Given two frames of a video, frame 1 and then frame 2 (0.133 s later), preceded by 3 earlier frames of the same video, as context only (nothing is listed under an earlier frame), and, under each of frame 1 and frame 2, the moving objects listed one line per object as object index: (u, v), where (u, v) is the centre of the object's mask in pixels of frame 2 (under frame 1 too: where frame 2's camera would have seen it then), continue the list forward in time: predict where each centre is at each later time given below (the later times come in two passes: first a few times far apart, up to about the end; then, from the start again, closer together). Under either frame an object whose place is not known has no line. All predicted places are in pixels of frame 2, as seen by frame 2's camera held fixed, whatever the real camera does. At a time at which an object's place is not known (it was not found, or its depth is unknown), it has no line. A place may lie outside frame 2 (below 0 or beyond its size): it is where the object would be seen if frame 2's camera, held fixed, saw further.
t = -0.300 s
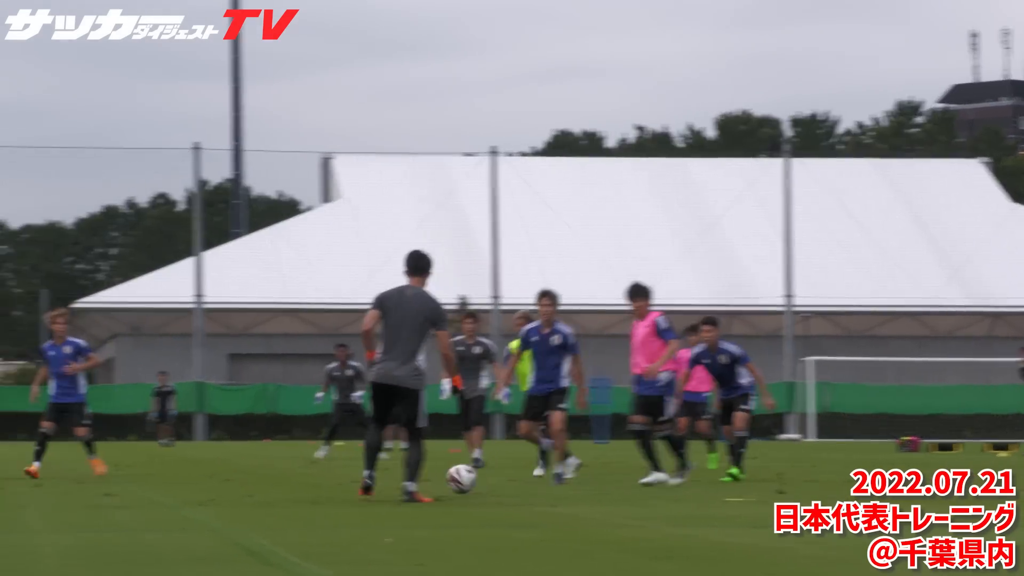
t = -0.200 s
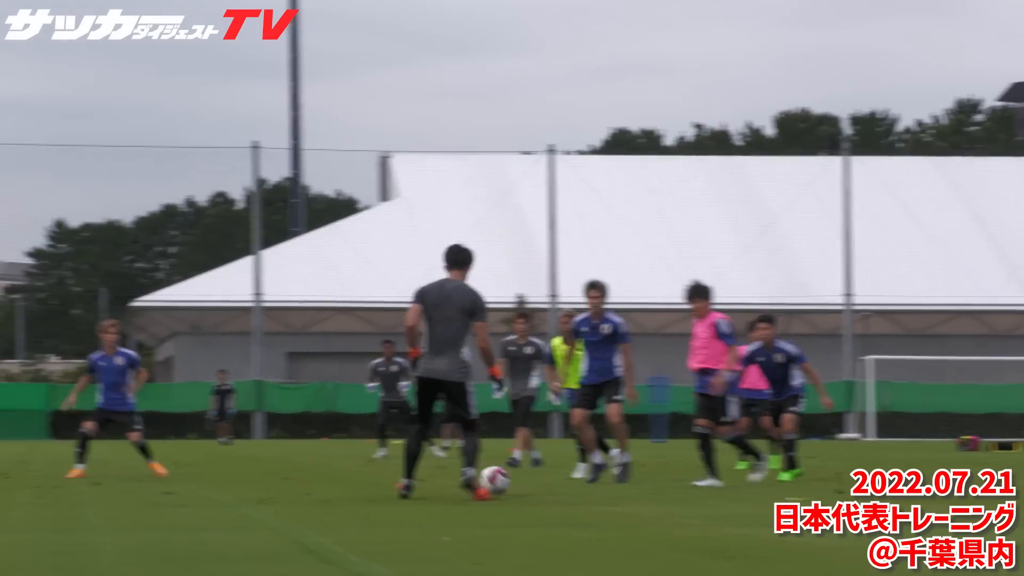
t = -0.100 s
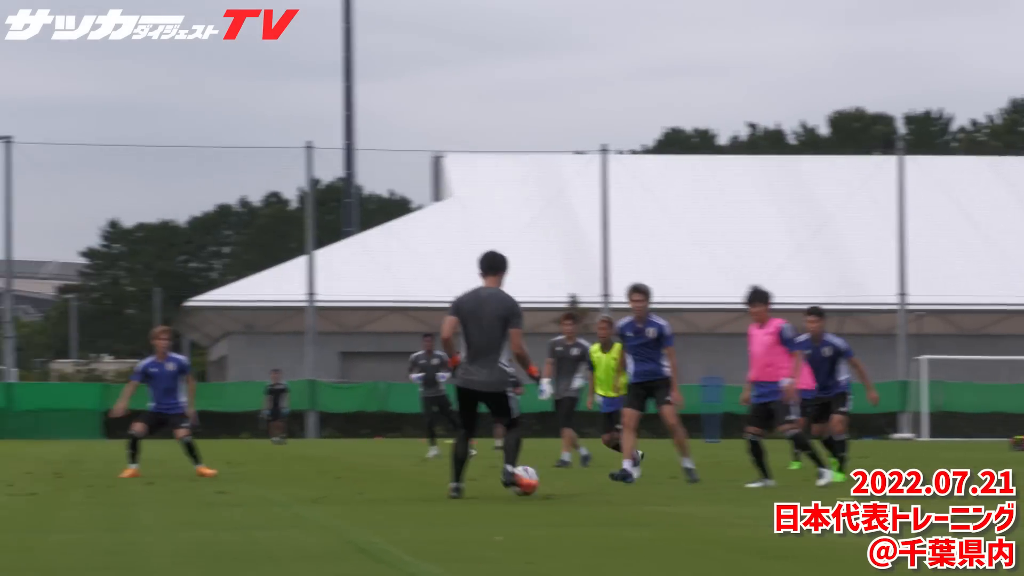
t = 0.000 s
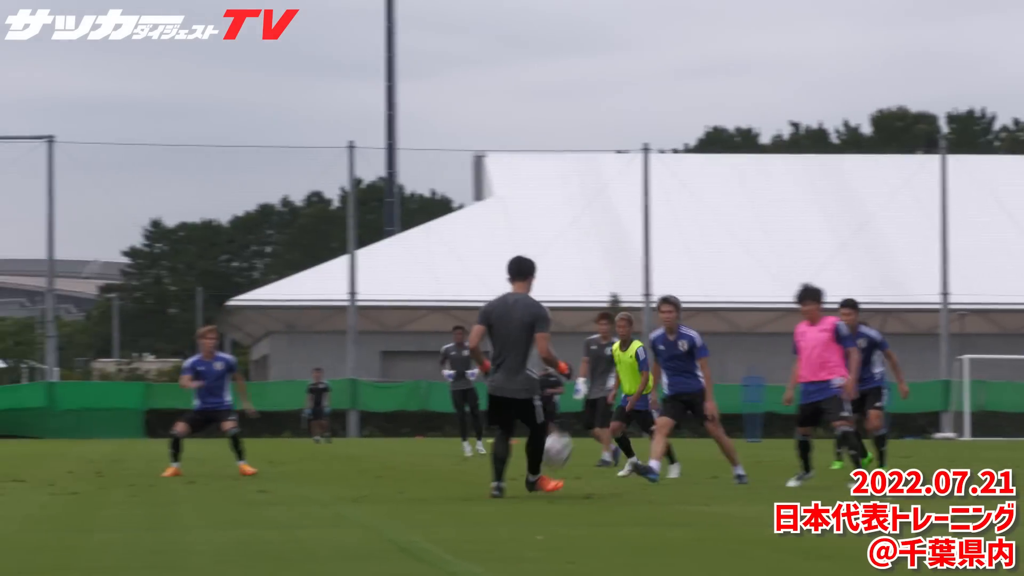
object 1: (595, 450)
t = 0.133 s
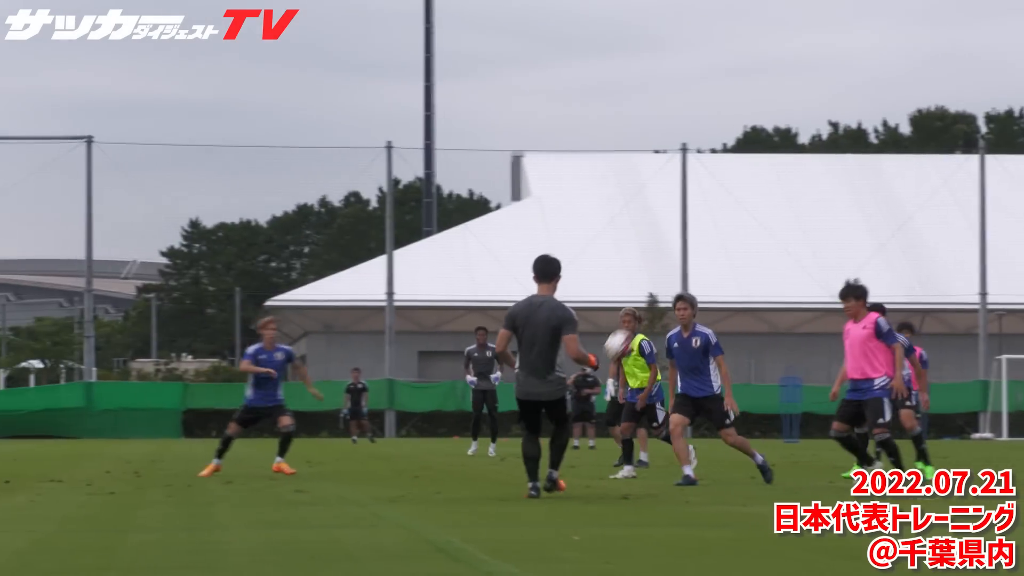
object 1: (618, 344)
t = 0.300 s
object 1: (648, 258)
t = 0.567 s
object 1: (687, 192)
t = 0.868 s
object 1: (725, 208)
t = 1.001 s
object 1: (741, 240)
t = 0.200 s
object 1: (630, 307)
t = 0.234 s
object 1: (637, 289)
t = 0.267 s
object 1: (642, 274)
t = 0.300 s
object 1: (648, 258)
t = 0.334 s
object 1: (653, 244)
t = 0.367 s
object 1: (659, 233)
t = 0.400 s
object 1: (663, 222)
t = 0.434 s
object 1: (668, 214)
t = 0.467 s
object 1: (673, 206)
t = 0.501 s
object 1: (678, 201)
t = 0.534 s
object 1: (683, 195)
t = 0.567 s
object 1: (687, 192)
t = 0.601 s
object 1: (691, 190)
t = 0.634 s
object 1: (695, 189)
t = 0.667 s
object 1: (701, 189)
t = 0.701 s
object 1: (705, 189)
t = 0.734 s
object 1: (709, 191)
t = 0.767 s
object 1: (713, 193)
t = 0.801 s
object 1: (717, 198)
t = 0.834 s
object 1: (721, 203)
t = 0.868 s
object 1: (725, 208)
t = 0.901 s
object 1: (729, 215)
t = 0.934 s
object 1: (733, 222)
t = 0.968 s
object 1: (737, 231)
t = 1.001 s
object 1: (741, 240)
